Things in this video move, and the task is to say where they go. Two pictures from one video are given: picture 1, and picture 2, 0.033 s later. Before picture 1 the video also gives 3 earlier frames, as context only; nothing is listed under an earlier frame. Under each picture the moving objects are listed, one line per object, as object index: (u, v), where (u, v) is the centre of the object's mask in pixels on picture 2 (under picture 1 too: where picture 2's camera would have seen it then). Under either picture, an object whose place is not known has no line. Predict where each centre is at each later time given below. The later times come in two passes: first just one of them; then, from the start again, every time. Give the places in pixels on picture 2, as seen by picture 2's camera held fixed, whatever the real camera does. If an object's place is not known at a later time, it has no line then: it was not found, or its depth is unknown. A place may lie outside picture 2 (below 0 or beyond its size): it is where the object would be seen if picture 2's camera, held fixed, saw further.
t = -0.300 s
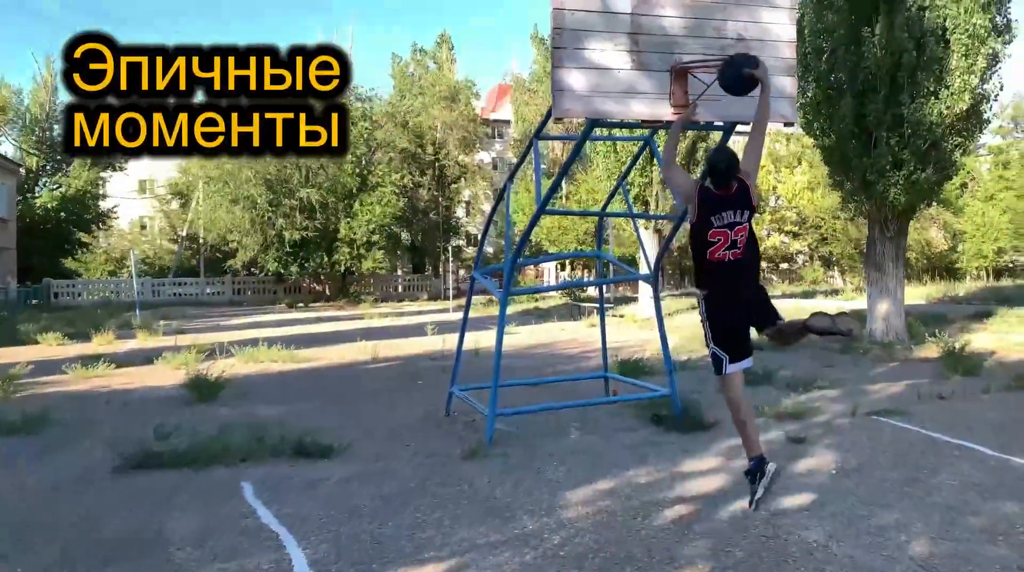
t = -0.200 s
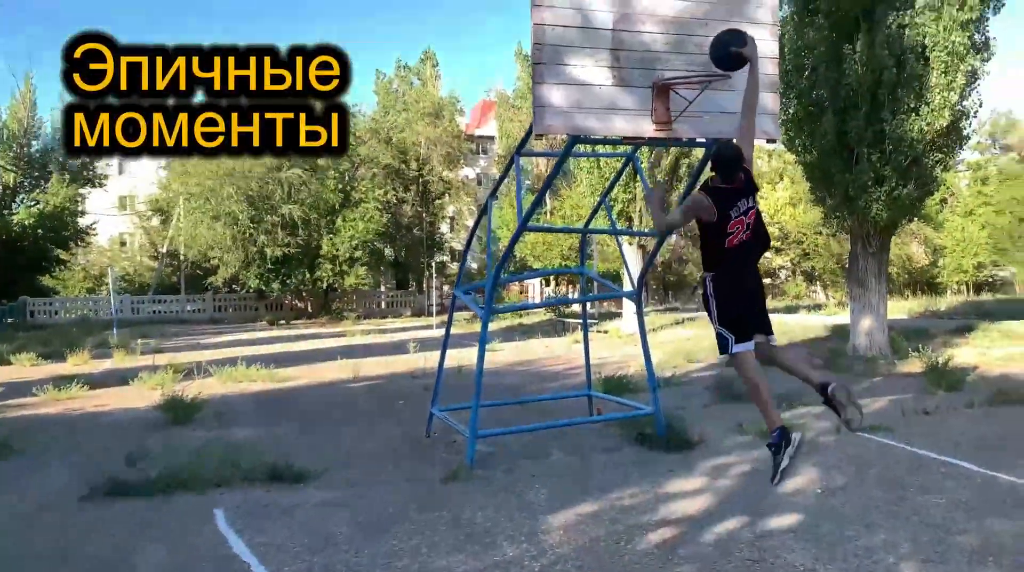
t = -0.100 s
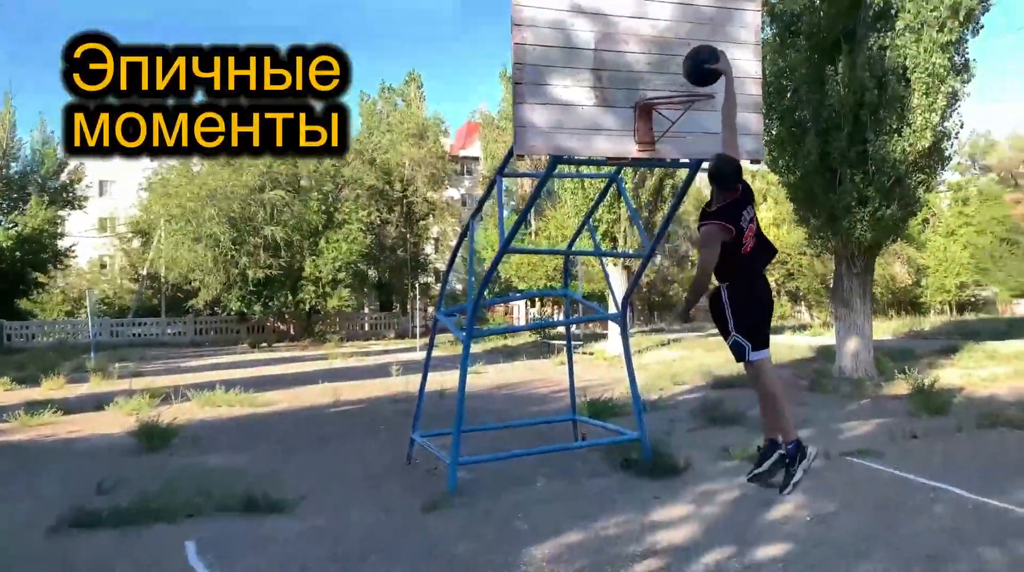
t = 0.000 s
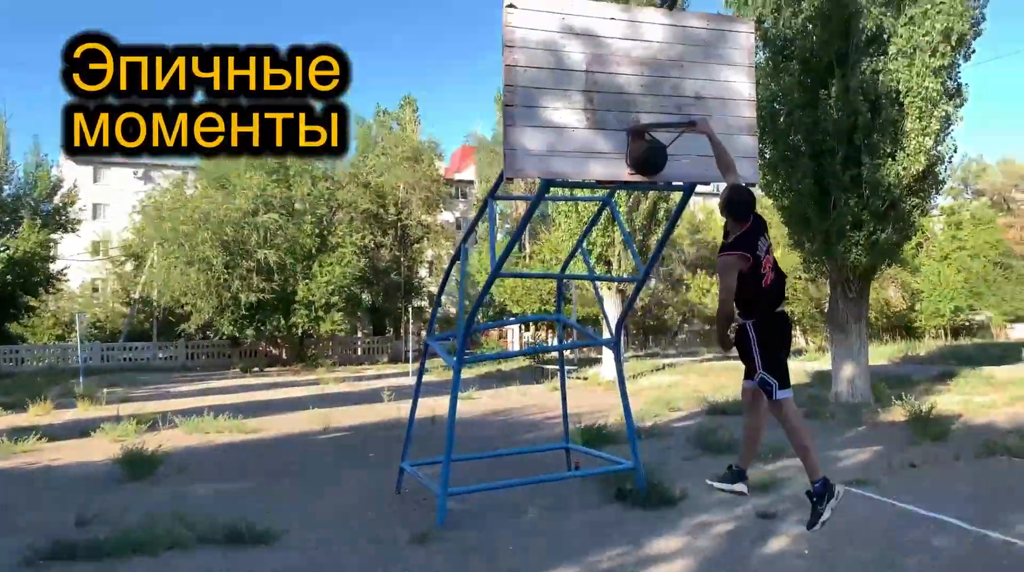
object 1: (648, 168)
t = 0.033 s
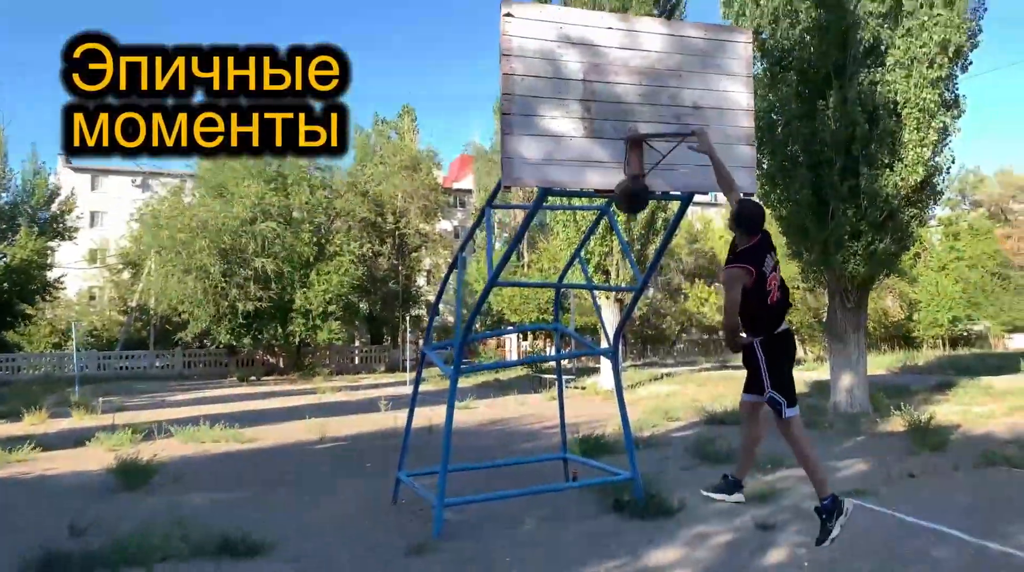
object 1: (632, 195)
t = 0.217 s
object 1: (624, 376)
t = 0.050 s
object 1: (631, 209)
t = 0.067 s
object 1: (631, 222)
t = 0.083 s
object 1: (629, 236)
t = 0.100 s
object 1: (629, 251)
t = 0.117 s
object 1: (627, 266)
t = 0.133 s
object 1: (626, 283)
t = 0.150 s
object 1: (627, 300)
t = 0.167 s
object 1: (626, 318)
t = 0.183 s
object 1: (625, 337)
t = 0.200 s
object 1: (625, 355)
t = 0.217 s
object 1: (624, 376)
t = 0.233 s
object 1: (624, 395)
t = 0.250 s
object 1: (623, 417)
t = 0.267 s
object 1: (623, 440)
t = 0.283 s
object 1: (622, 464)
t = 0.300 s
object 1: (620, 489)
